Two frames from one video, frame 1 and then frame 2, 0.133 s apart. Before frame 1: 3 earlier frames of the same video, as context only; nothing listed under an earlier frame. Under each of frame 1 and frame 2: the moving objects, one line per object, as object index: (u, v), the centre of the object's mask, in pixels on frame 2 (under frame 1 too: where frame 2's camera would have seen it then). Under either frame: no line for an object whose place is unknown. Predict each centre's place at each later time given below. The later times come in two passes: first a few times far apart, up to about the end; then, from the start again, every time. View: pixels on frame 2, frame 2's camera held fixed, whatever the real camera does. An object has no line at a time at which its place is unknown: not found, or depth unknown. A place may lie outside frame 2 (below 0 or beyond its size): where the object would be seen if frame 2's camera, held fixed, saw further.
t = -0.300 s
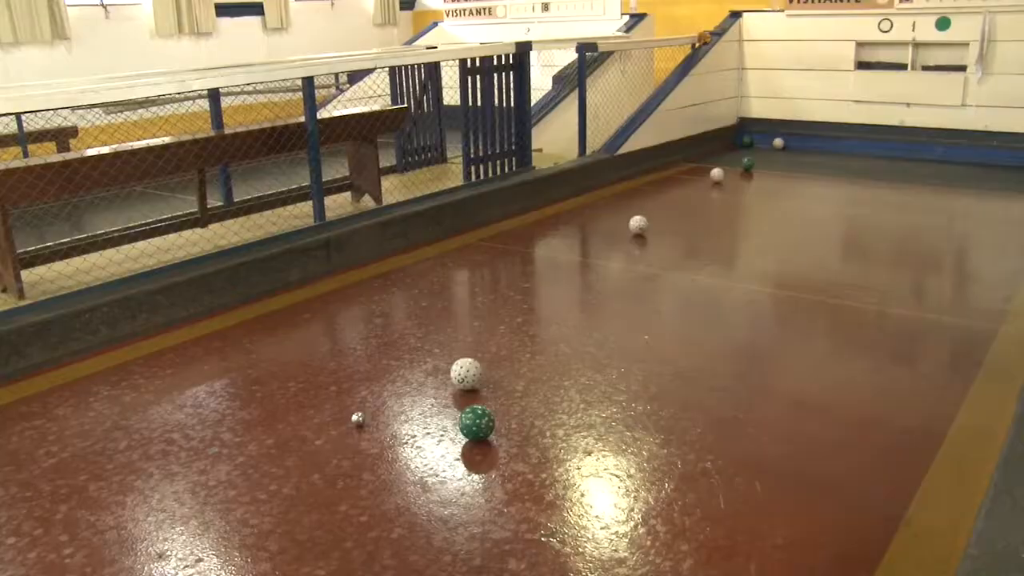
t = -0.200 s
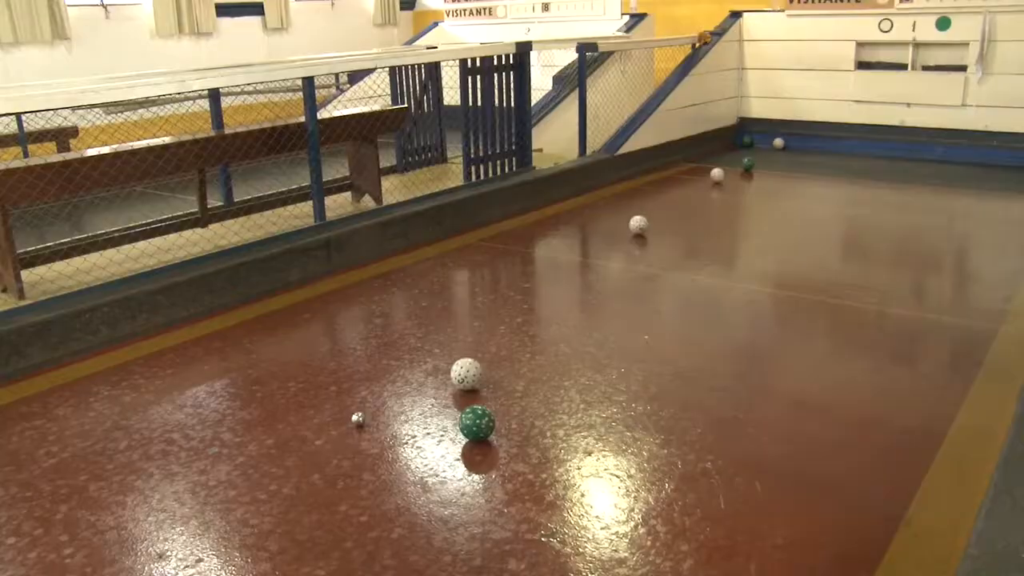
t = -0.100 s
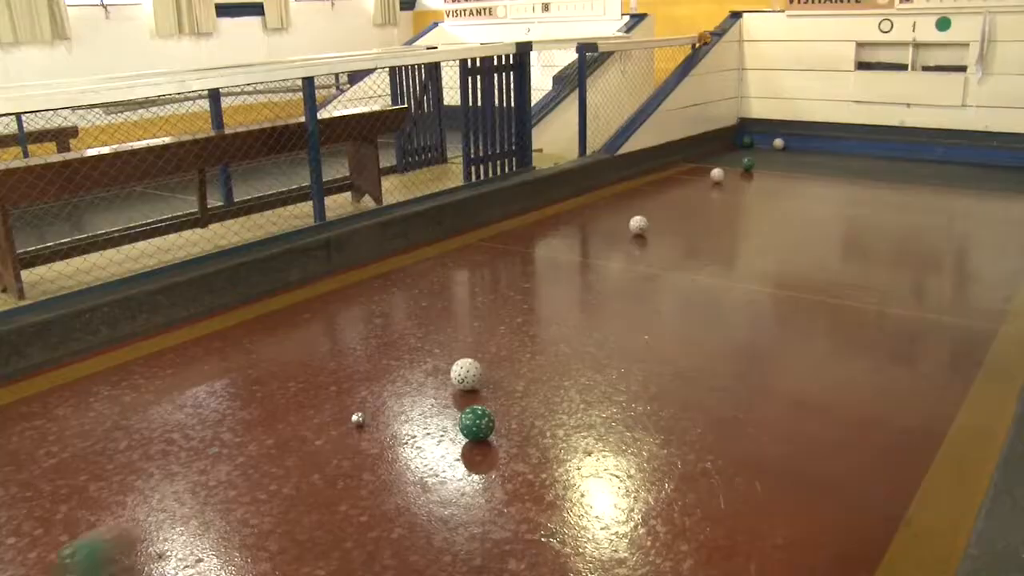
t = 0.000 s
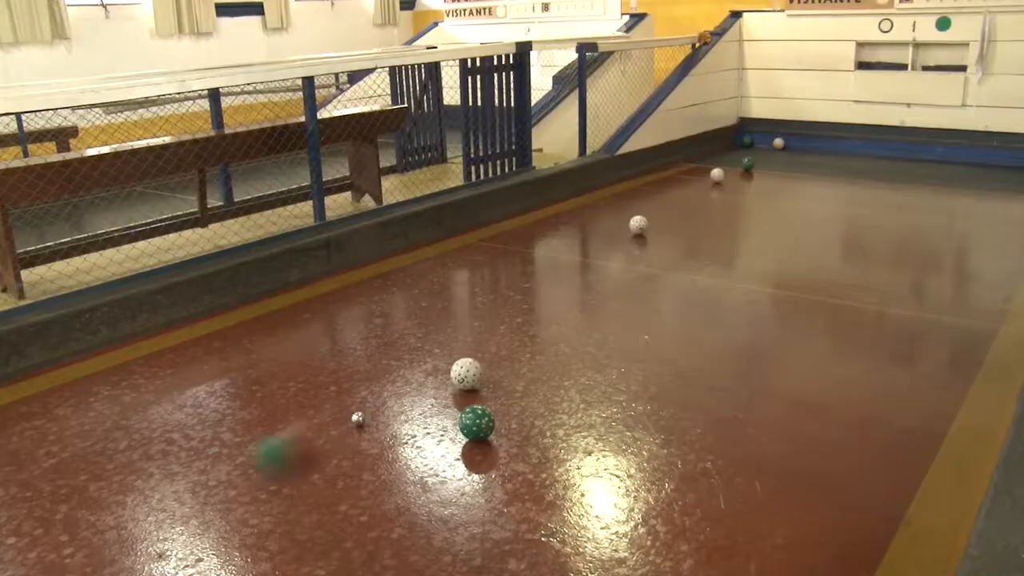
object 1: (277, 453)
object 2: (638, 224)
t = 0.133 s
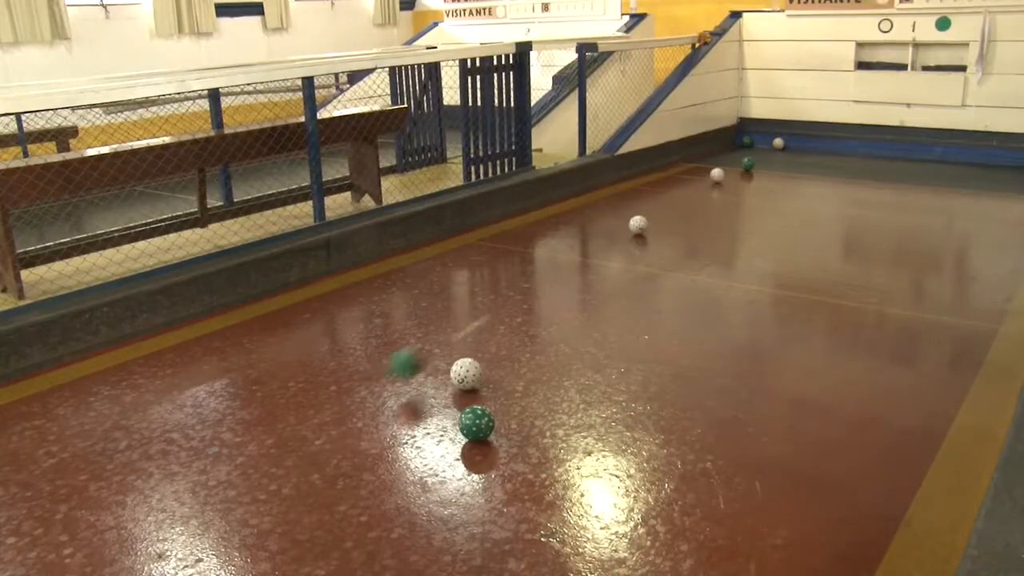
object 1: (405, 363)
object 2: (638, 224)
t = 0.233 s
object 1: (467, 334)
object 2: (638, 224)
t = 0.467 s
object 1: (572, 274)
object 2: (637, 224)
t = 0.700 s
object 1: (636, 237)
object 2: (638, 223)
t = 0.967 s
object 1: (720, 225)
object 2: (612, 202)
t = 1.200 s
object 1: (786, 220)
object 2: (594, 186)
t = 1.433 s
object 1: (838, 217)
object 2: (623, 179)
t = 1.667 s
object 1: (886, 213)
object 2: (646, 173)
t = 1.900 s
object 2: (668, 168)
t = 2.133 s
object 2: (689, 163)
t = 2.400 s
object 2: (711, 157)
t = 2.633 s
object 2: (729, 153)
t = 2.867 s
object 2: (745, 149)
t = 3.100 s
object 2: (760, 146)
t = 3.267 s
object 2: (769, 144)
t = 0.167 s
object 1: (428, 350)
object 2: (638, 224)
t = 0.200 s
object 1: (449, 341)
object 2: (638, 224)
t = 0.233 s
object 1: (467, 334)
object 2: (638, 224)
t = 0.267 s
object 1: (485, 328)
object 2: (638, 224)
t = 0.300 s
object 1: (502, 315)
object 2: (638, 224)
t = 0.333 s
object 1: (519, 302)
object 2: (637, 224)
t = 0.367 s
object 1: (533, 295)
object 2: (638, 224)
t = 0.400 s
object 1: (546, 291)
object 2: (637, 224)
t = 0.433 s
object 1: (560, 282)
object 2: (637, 224)
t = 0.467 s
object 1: (572, 274)
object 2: (637, 224)
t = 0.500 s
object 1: (582, 269)
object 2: (637, 224)
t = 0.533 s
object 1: (593, 261)
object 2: (637, 224)
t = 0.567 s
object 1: (602, 256)
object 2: (637, 224)
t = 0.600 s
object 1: (612, 250)
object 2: (638, 224)
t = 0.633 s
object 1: (620, 245)
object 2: (637, 224)
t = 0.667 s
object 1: (628, 240)
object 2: (638, 224)
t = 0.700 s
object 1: (636, 237)
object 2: (638, 223)
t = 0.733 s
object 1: (642, 233)
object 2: (636, 221)
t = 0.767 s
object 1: (655, 230)
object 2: (633, 219)
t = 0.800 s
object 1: (666, 229)
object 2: (629, 217)
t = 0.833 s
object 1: (678, 228)
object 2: (625, 213)
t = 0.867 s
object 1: (690, 227)
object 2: (622, 210)
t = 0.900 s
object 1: (700, 226)
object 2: (619, 207)
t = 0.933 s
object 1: (711, 226)
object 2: (615, 204)
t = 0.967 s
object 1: (720, 225)
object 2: (612, 202)
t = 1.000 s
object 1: (731, 225)
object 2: (610, 199)
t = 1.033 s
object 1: (740, 223)
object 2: (607, 197)
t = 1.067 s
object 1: (751, 223)
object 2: (604, 194)
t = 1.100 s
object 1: (760, 222)
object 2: (601, 192)
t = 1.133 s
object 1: (768, 222)
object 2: (599, 190)
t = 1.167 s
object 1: (777, 221)
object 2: (596, 188)
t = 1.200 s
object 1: (786, 220)
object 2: (594, 186)
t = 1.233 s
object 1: (793, 220)
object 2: (597, 185)
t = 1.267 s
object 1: (801, 219)
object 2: (602, 184)
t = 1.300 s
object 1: (809, 219)
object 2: (606, 183)
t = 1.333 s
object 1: (816, 218)
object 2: (611, 182)
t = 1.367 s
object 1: (823, 218)
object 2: (615, 181)
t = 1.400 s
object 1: (831, 217)
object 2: (619, 180)
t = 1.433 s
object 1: (838, 217)
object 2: (623, 179)
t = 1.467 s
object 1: (845, 216)
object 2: (626, 178)
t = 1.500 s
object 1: (852, 216)
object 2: (629, 178)
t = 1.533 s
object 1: (859, 215)
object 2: (633, 177)
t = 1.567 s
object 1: (865, 215)
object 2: (636, 176)
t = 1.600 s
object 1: (872, 214)
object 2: (639, 175)
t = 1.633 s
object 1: (879, 214)
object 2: (643, 174)
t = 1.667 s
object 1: (886, 213)
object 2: (646, 173)
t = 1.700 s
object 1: (893, 213)
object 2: (649, 172)
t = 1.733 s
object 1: (900, 213)
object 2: (652, 171)
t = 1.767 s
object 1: (906, 212)
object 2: (656, 171)
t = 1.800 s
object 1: (912, 212)
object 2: (659, 170)
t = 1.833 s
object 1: (919, 211)
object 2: (662, 169)
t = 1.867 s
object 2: (665, 169)
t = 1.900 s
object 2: (668, 168)
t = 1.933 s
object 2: (671, 167)
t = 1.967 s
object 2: (674, 166)
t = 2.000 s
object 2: (677, 166)
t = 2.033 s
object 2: (680, 165)
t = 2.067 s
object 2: (683, 164)
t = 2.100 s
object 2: (686, 163)
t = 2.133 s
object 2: (689, 163)
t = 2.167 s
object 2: (691, 162)
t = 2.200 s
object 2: (694, 161)
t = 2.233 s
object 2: (697, 161)
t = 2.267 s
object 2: (700, 160)
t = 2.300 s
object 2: (703, 160)
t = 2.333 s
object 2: (705, 159)
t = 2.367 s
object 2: (708, 158)
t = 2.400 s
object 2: (711, 157)
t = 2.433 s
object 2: (714, 157)
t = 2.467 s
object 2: (716, 156)
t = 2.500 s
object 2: (719, 156)
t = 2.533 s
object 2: (721, 155)
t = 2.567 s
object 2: (724, 154)
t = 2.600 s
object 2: (726, 154)
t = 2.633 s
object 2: (729, 153)
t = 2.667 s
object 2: (731, 153)
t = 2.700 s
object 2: (733, 152)
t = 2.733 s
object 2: (736, 152)
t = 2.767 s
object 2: (738, 151)
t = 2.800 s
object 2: (741, 150)
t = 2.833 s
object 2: (743, 150)
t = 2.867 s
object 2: (745, 149)
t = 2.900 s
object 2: (747, 148)
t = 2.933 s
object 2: (750, 148)
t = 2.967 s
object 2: (751, 148)
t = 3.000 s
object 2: (754, 147)
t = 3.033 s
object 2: (756, 146)
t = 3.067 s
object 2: (758, 146)
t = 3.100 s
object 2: (760, 146)
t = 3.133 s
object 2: (763, 146)
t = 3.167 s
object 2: (765, 145)
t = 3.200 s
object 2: (766, 145)
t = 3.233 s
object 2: (768, 145)
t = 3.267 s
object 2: (769, 144)
